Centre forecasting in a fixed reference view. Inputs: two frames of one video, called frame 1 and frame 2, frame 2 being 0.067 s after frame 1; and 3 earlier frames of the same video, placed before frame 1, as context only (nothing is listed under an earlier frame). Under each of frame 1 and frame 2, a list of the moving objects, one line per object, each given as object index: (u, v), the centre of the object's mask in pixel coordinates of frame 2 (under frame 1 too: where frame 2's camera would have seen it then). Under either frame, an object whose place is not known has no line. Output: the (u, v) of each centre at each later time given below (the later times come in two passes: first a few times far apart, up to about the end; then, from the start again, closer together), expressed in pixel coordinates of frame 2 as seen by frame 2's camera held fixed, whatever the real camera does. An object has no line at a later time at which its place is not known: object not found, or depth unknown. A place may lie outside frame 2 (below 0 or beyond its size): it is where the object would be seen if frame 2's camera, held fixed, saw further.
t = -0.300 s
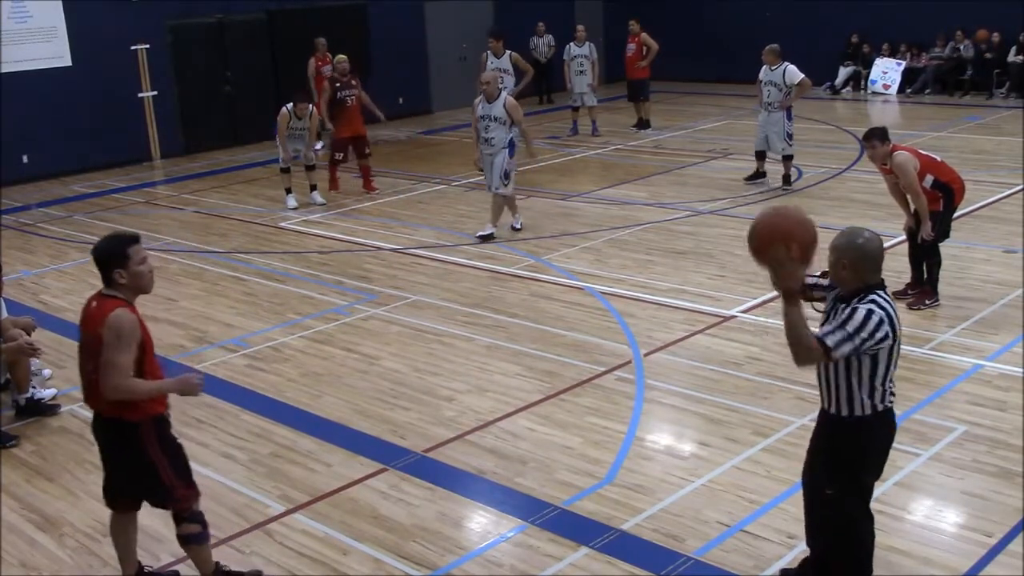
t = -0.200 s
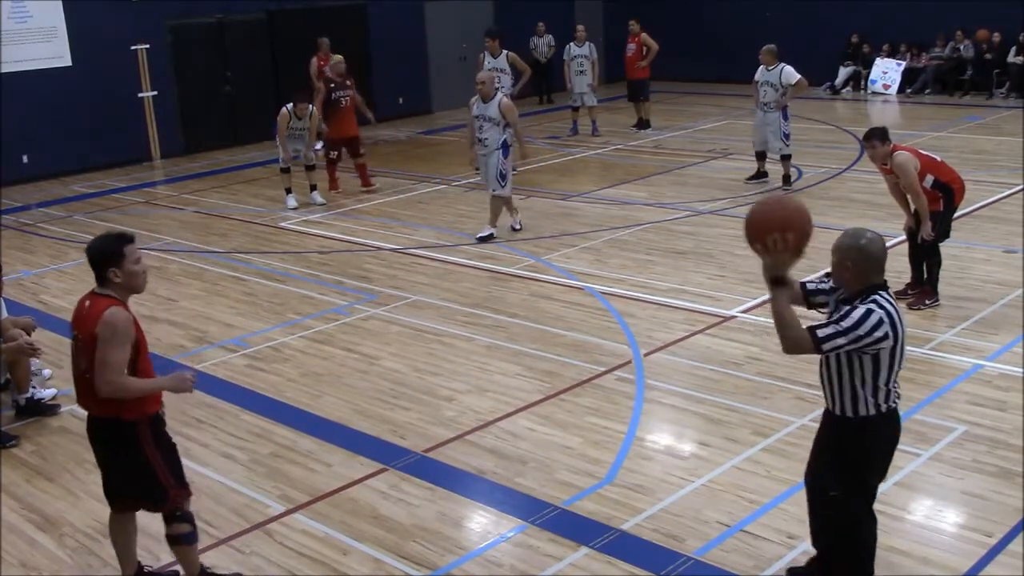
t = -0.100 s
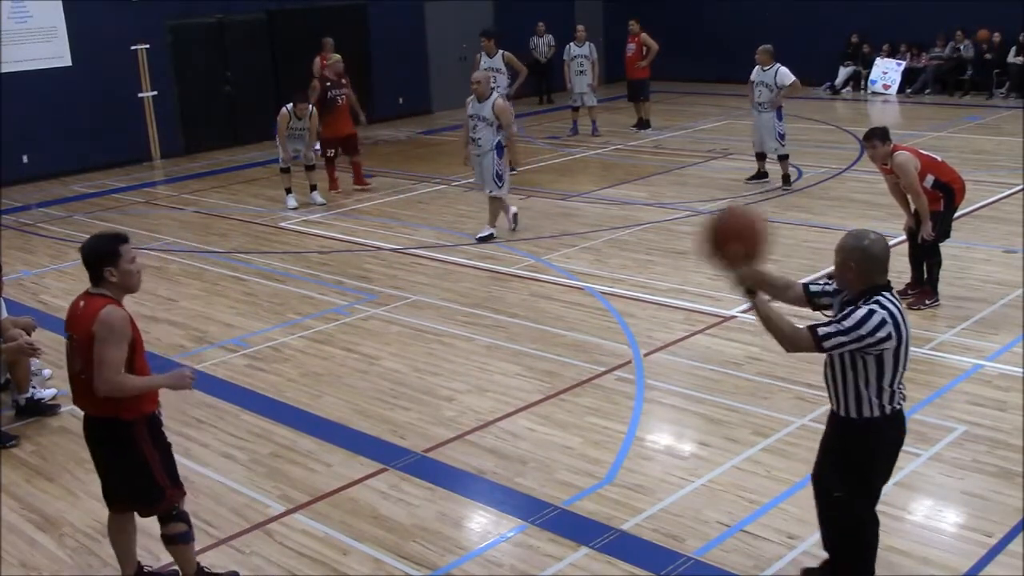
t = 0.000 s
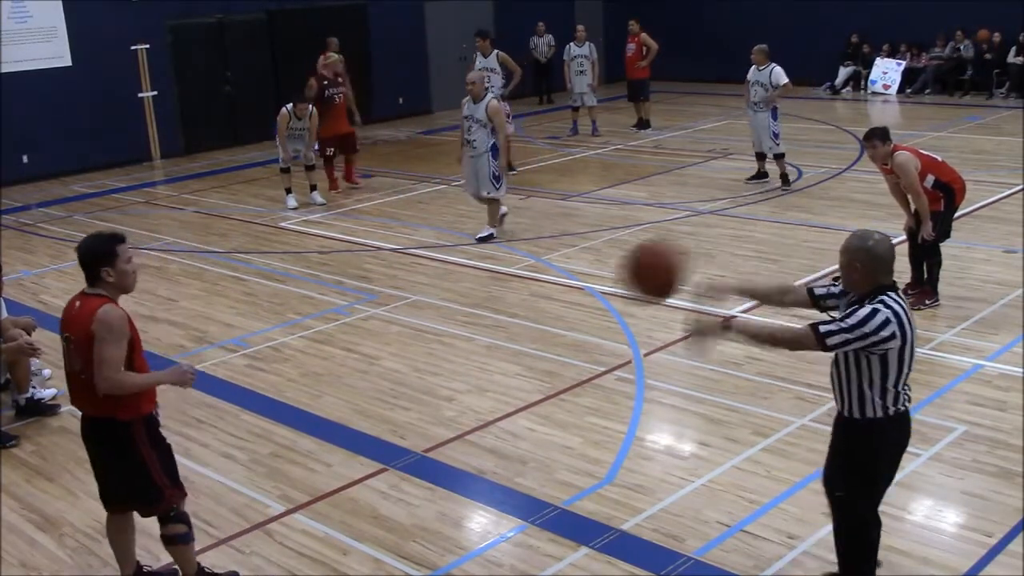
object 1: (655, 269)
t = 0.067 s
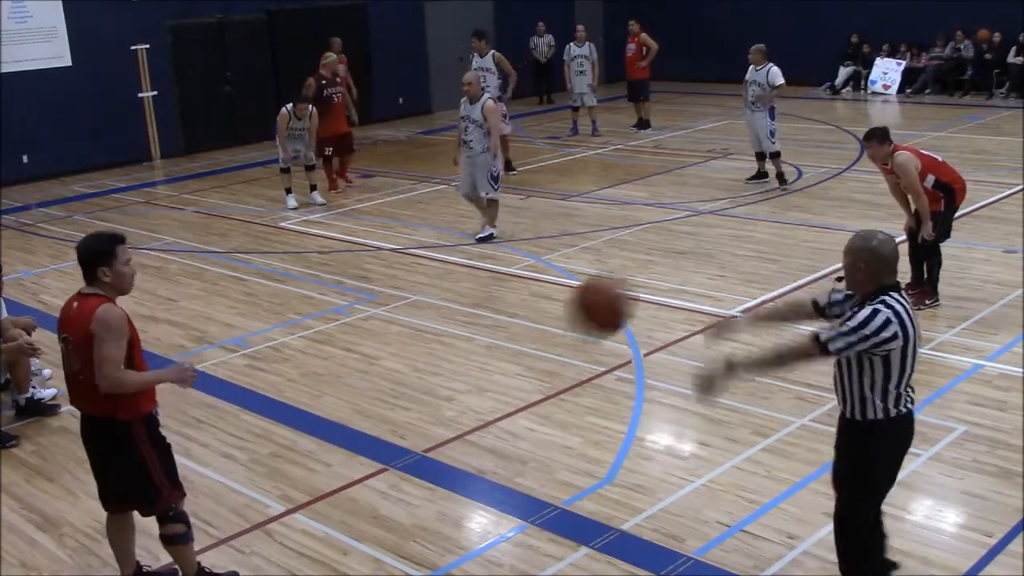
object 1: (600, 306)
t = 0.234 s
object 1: (481, 430)
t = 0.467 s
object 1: (355, 492)
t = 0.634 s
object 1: (284, 384)
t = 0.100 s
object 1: (575, 326)
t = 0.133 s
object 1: (553, 347)
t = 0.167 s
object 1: (526, 374)
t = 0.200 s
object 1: (505, 399)
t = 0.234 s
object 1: (481, 430)
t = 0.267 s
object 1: (459, 464)
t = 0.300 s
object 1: (439, 491)
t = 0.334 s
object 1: (420, 523)
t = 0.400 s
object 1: (383, 548)
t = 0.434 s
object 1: (368, 518)
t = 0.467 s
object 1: (355, 492)
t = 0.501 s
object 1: (338, 466)
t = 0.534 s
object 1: (324, 444)
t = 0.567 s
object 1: (310, 421)
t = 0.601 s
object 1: (298, 400)
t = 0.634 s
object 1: (284, 384)
